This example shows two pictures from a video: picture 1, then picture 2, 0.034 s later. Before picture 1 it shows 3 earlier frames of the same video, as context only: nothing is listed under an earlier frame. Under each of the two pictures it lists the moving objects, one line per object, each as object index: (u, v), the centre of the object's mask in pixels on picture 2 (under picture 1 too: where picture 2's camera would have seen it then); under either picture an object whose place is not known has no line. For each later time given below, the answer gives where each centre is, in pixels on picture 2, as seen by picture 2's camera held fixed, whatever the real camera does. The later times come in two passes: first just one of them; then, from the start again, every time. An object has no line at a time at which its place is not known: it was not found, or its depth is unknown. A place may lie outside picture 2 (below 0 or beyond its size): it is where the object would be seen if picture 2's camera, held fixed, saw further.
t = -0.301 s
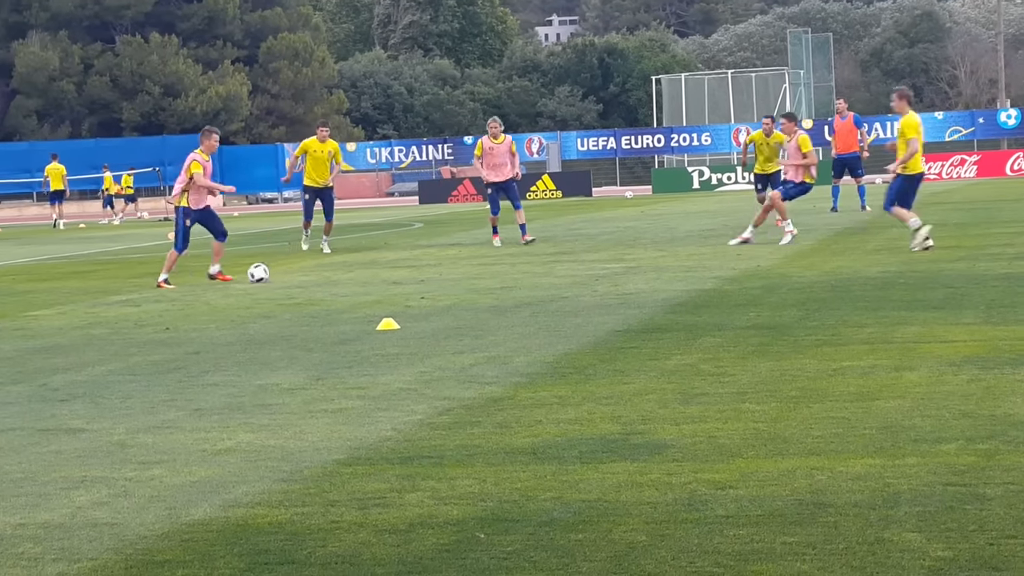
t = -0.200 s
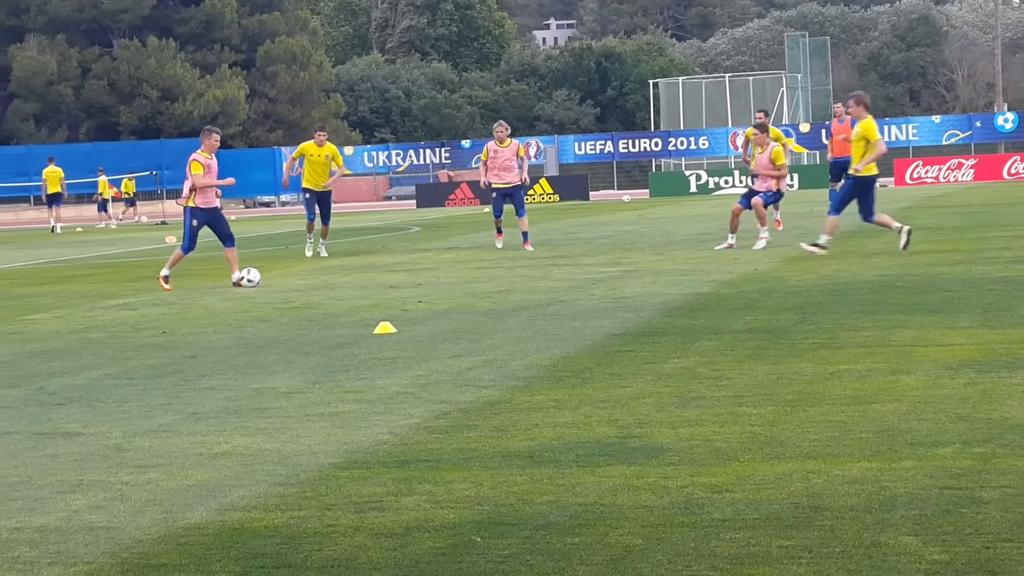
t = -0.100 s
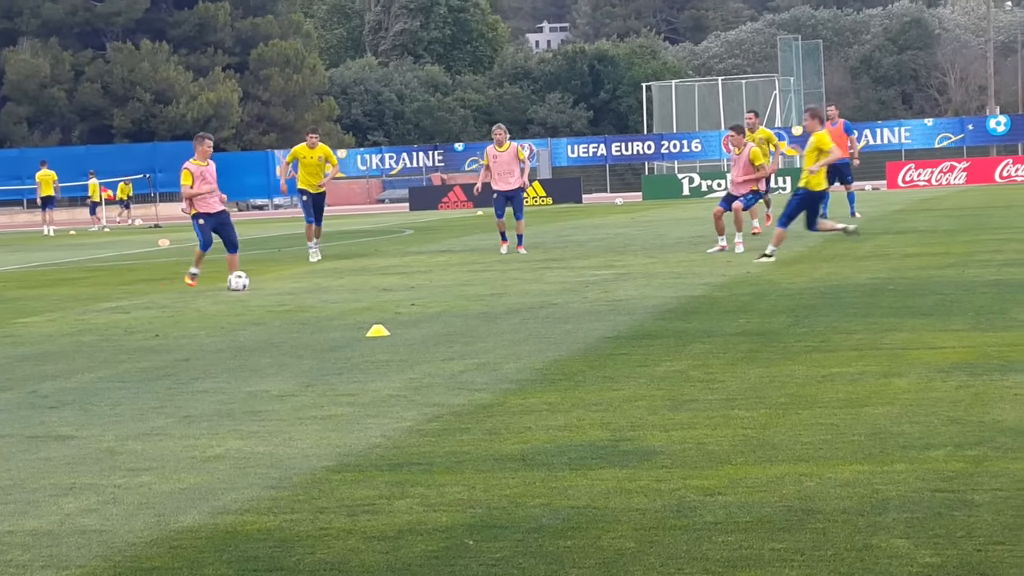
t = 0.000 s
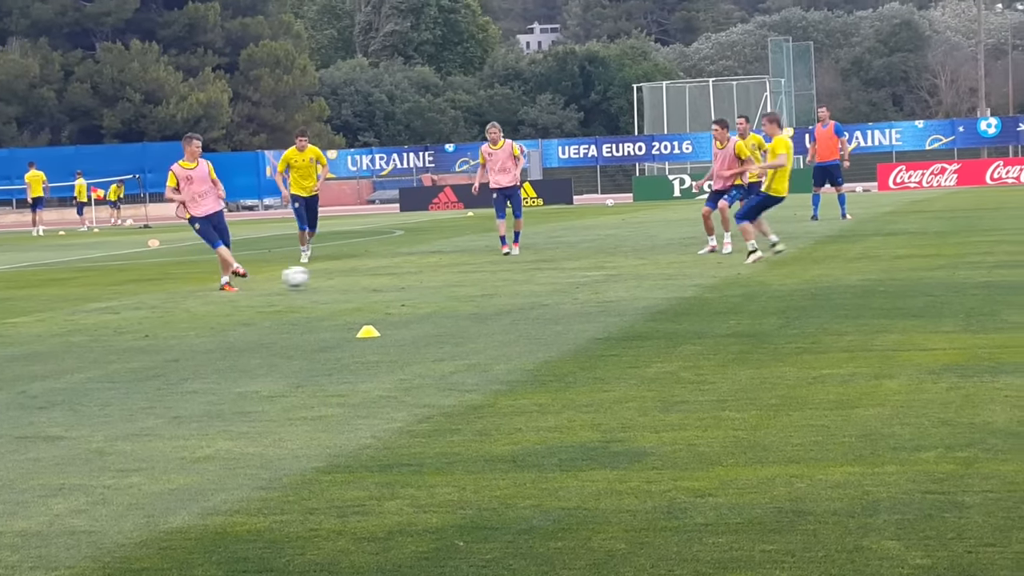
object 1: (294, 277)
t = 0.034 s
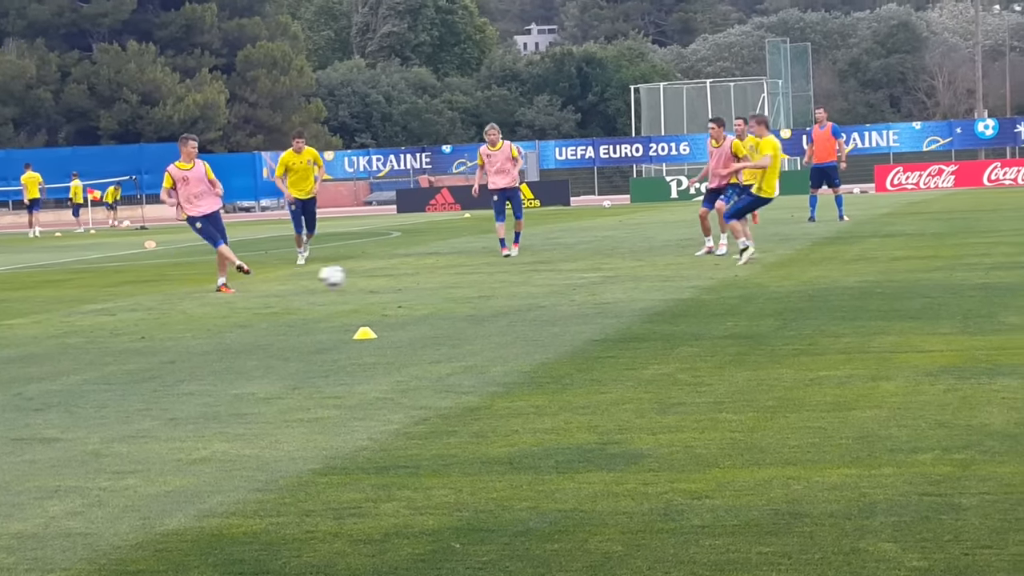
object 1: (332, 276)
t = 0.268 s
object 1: (614, 269)
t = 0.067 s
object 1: (374, 275)
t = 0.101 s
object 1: (416, 276)
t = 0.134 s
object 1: (454, 276)
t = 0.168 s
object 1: (496, 276)
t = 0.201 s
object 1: (535, 276)
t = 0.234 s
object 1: (574, 271)
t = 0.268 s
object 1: (614, 269)
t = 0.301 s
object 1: (651, 269)
